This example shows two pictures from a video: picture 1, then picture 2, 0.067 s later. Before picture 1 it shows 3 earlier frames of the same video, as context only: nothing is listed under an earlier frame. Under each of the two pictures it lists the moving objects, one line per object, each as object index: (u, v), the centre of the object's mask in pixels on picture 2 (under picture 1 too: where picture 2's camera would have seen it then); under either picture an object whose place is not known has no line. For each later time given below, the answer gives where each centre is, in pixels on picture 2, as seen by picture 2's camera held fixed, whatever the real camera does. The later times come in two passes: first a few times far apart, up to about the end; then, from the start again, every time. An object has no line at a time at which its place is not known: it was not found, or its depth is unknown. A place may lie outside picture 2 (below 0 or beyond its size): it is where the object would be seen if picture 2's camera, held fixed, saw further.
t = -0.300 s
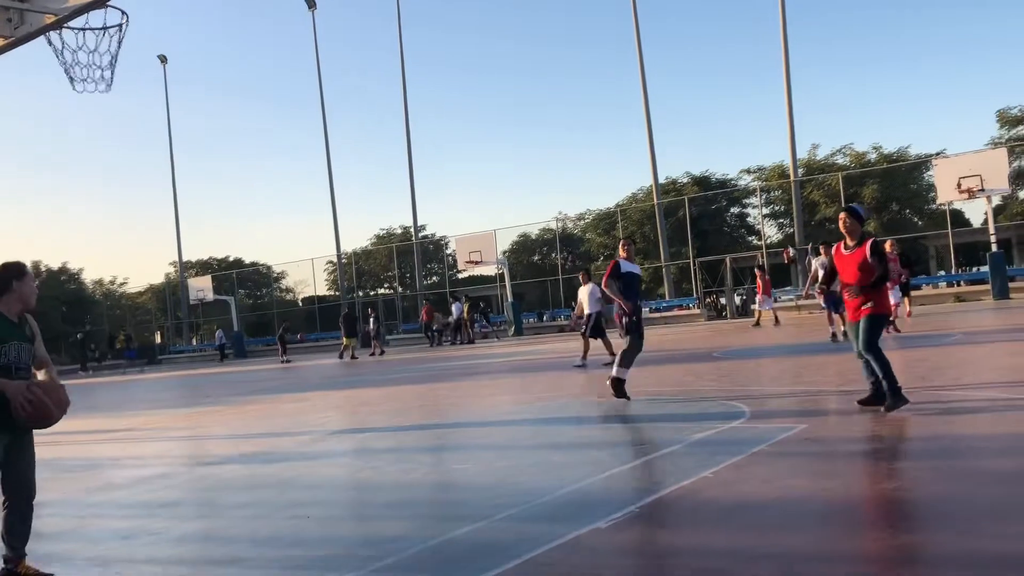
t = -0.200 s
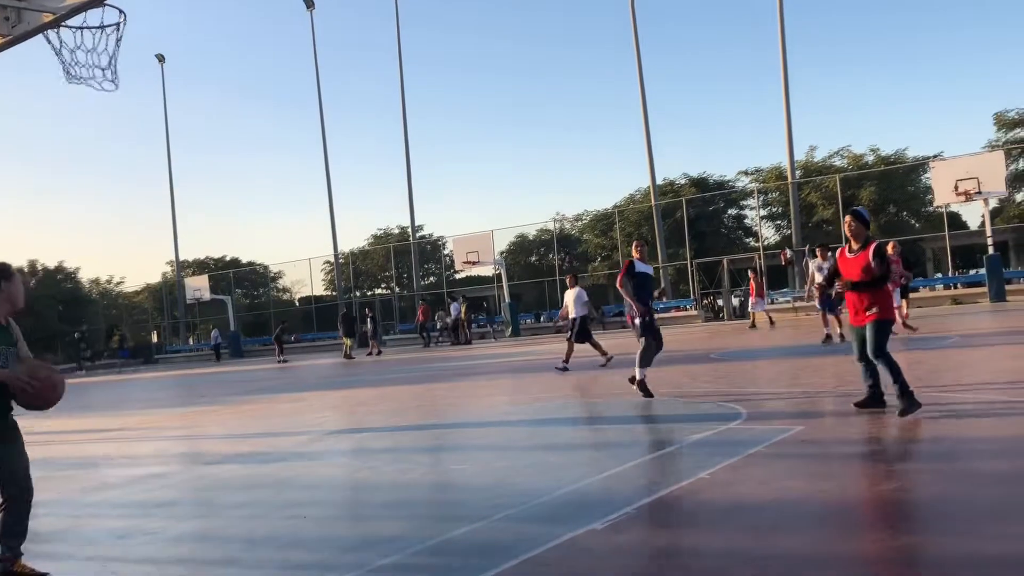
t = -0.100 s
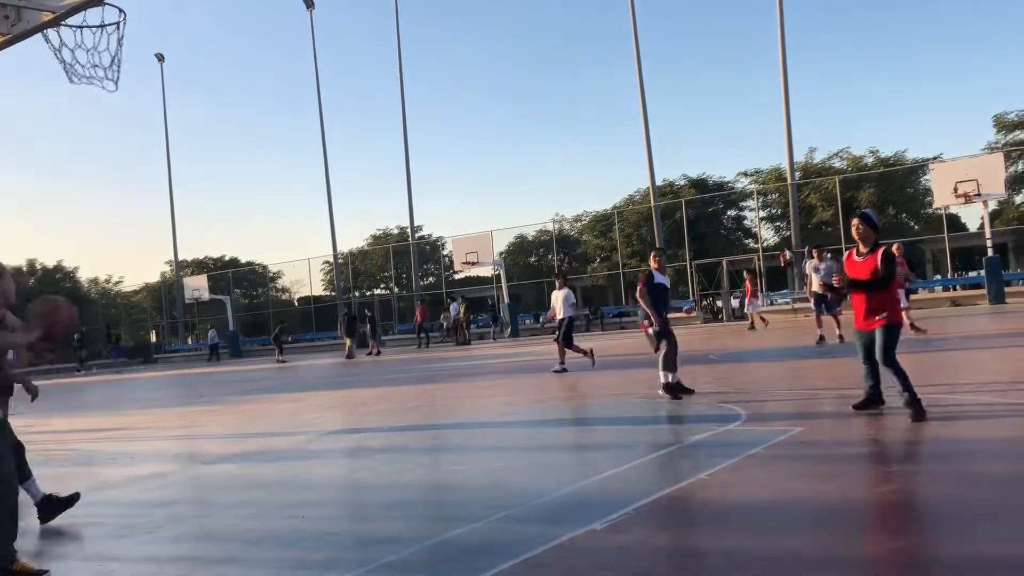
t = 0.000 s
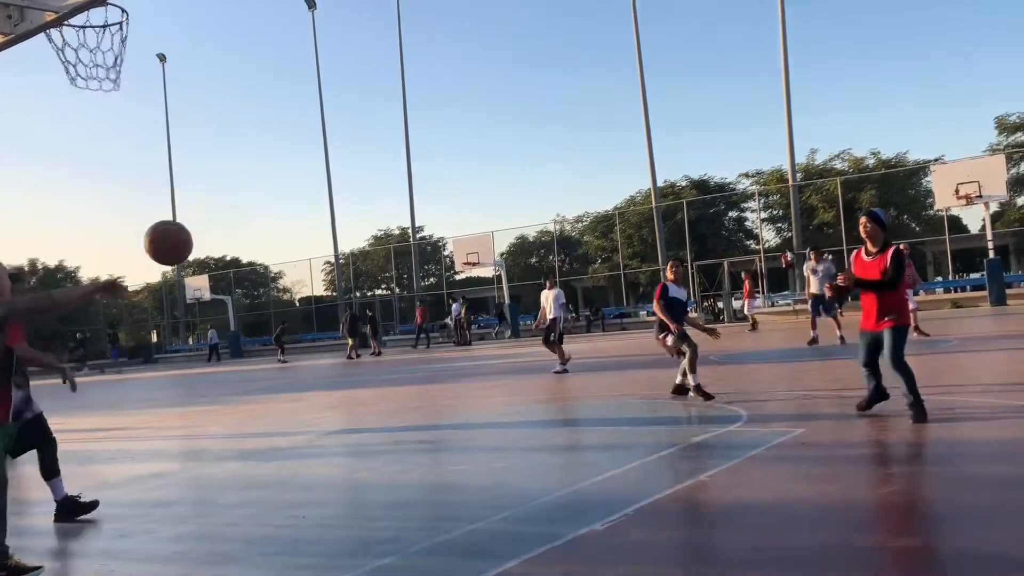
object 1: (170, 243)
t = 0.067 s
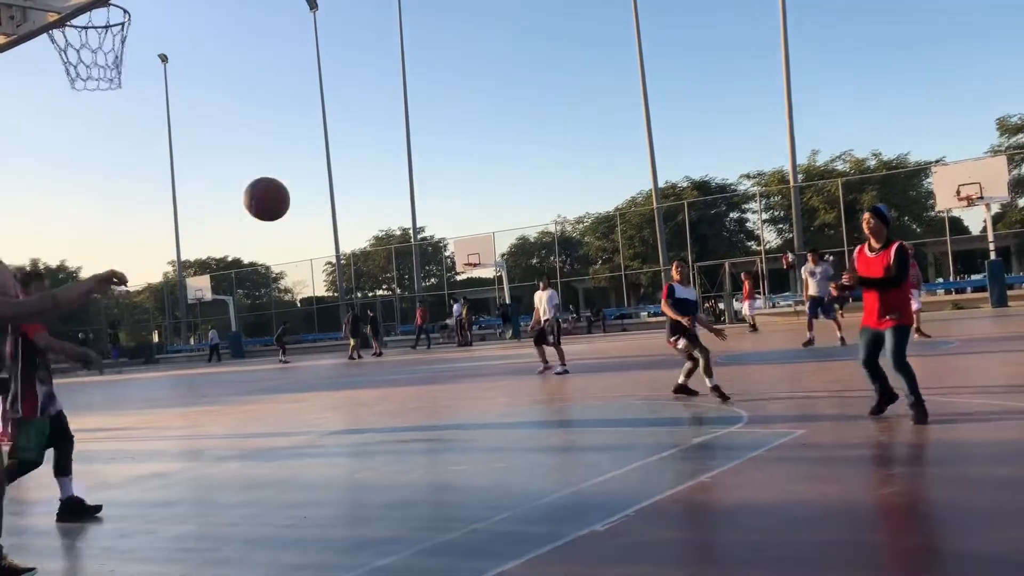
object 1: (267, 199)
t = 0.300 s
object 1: (557, 123)
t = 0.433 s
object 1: (697, 123)
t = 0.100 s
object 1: (313, 181)
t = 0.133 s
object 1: (357, 166)
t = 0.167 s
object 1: (400, 154)
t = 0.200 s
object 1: (441, 143)
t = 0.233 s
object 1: (481, 135)
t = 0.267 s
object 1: (519, 128)
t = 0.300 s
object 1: (557, 123)
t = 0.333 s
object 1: (593, 121)
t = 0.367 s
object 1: (629, 120)
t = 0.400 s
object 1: (663, 120)
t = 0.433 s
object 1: (697, 123)
